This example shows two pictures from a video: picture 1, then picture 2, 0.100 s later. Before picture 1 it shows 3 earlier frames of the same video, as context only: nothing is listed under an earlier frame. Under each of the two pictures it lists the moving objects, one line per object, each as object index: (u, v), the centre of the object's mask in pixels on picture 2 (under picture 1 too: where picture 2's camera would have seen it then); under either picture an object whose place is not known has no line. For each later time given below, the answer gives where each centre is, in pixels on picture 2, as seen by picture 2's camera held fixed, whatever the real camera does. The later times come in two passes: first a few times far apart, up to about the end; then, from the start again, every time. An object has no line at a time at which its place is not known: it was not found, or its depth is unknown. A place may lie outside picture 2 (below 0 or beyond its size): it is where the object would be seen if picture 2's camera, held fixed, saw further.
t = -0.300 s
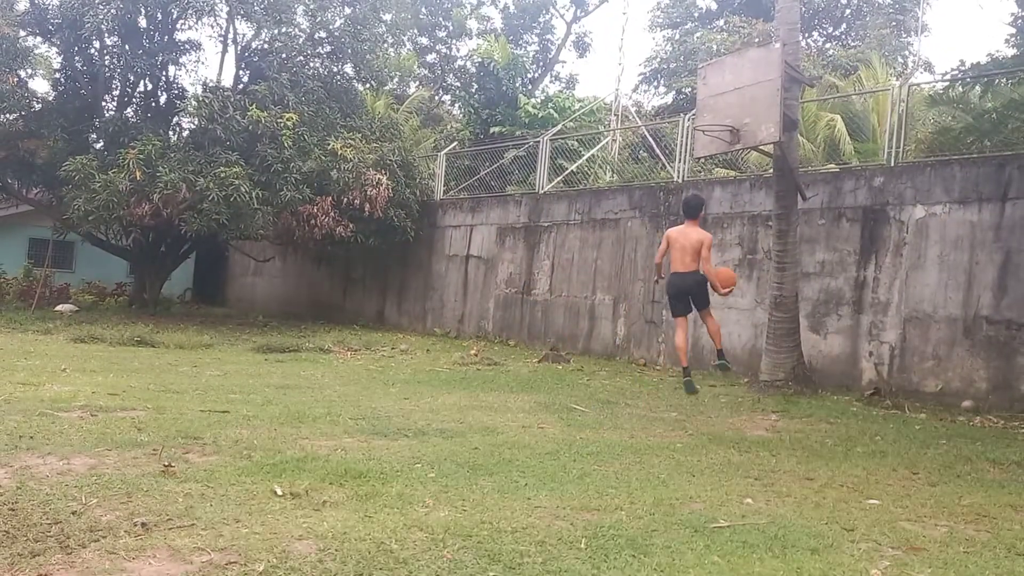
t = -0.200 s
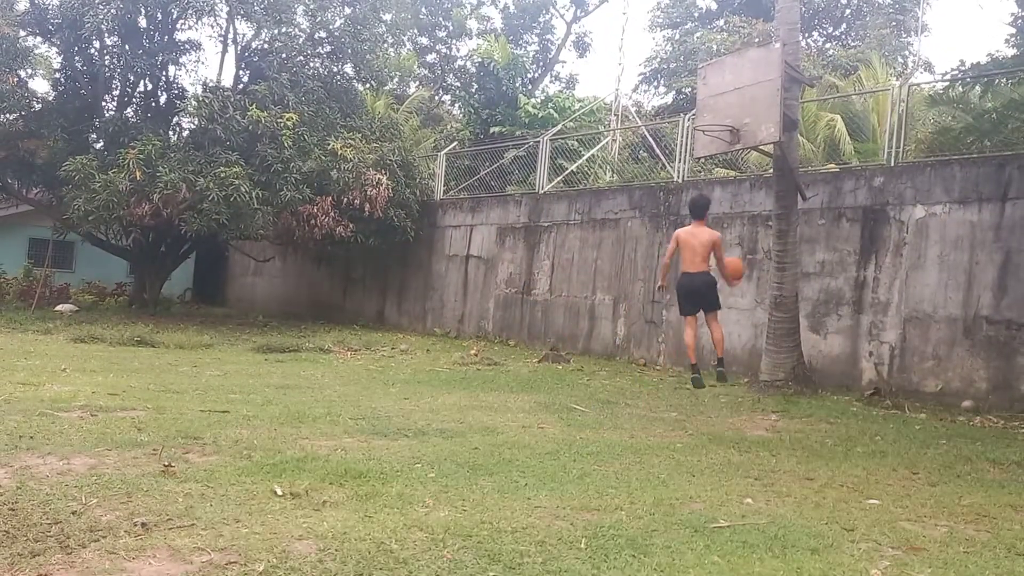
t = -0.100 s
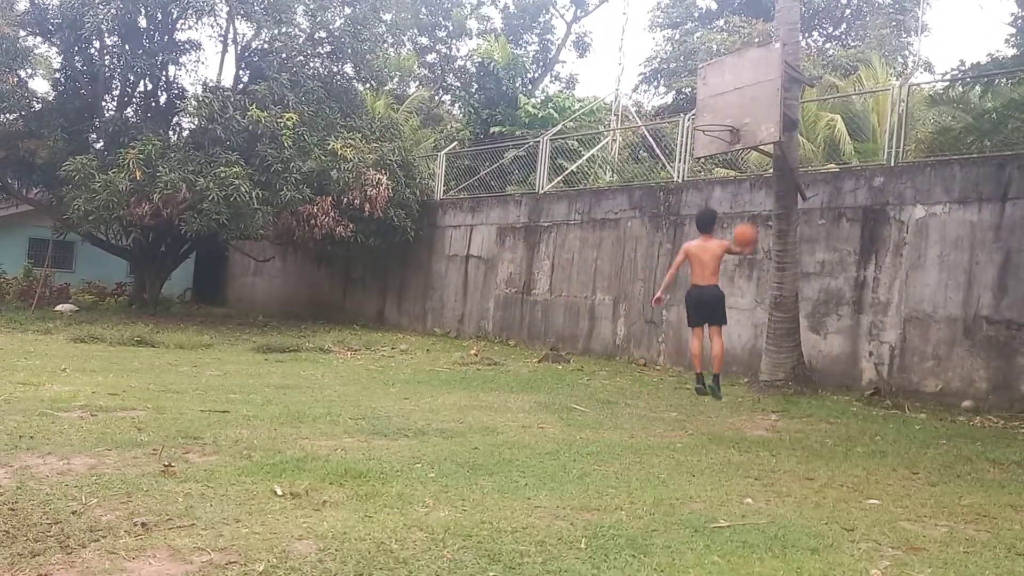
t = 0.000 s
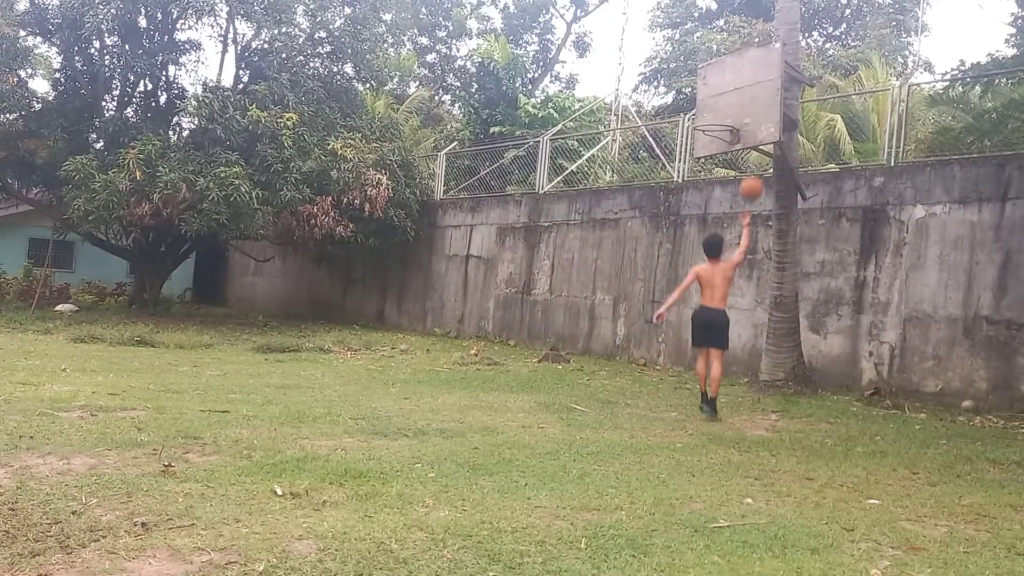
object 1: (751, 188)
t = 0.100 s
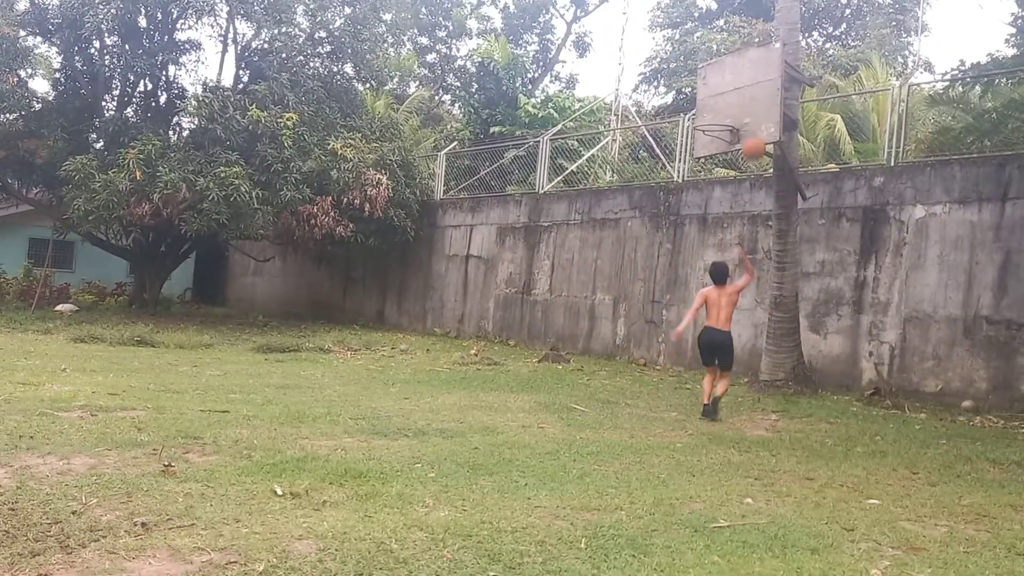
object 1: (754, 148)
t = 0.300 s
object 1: (735, 107)
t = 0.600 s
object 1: (707, 120)
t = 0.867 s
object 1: (674, 204)
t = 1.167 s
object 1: (630, 388)
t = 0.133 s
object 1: (752, 137)
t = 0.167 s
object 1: (747, 129)
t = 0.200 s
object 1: (743, 121)
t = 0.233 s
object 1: (740, 116)
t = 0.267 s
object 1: (737, 111)
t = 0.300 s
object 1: (735, 107)
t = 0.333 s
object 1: (732, 105)
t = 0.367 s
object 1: (730, 103)
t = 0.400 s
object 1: (727, 102)
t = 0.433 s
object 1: (724, 103)
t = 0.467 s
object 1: (721, 104)
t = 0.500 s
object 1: (717, 106)
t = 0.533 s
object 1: (714, 109)
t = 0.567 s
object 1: (711, 114)
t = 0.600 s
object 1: (707, 120)
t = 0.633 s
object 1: (703, 127)
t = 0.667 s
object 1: (700, 135)
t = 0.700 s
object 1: (696, 143)
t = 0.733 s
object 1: (693, 153)
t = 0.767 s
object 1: (688, 165)
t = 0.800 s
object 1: (684, 177)
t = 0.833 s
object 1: (679, 192)
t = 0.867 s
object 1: (674, 204)
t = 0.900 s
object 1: (670, 220)
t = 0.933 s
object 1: (666, 236)
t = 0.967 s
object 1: (661, 255)
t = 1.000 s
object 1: (656, 275)
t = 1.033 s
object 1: (651, 294)
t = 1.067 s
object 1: (646, 316)
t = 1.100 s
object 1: (641, 339)
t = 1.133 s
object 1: (636, 362)
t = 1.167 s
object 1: (630, 388)
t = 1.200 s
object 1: (627, 401)
